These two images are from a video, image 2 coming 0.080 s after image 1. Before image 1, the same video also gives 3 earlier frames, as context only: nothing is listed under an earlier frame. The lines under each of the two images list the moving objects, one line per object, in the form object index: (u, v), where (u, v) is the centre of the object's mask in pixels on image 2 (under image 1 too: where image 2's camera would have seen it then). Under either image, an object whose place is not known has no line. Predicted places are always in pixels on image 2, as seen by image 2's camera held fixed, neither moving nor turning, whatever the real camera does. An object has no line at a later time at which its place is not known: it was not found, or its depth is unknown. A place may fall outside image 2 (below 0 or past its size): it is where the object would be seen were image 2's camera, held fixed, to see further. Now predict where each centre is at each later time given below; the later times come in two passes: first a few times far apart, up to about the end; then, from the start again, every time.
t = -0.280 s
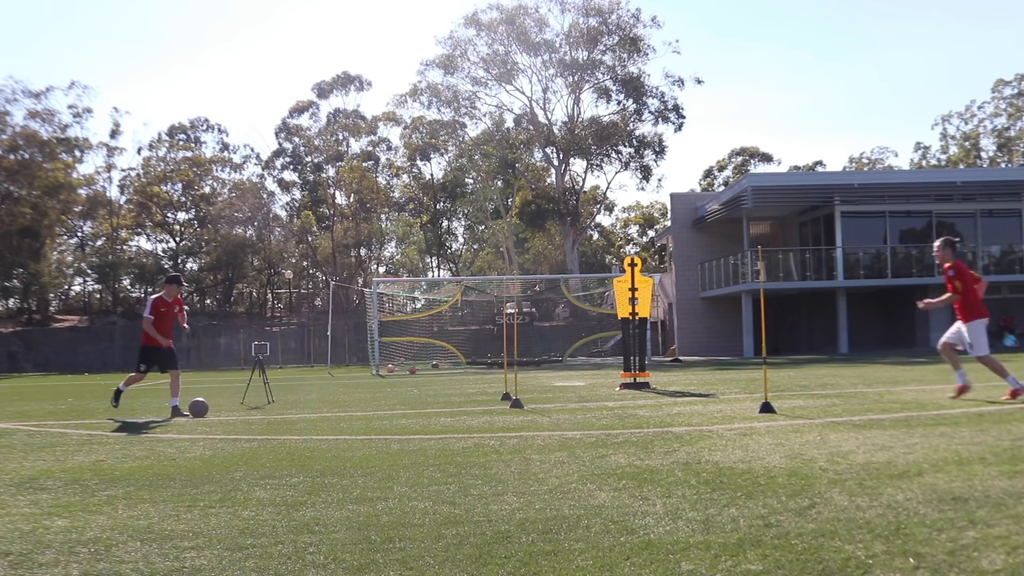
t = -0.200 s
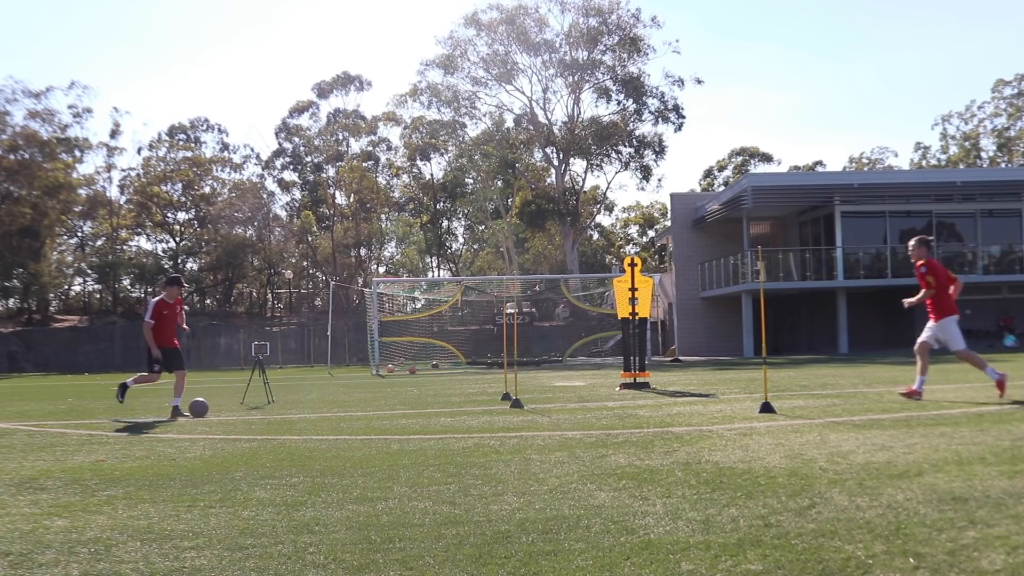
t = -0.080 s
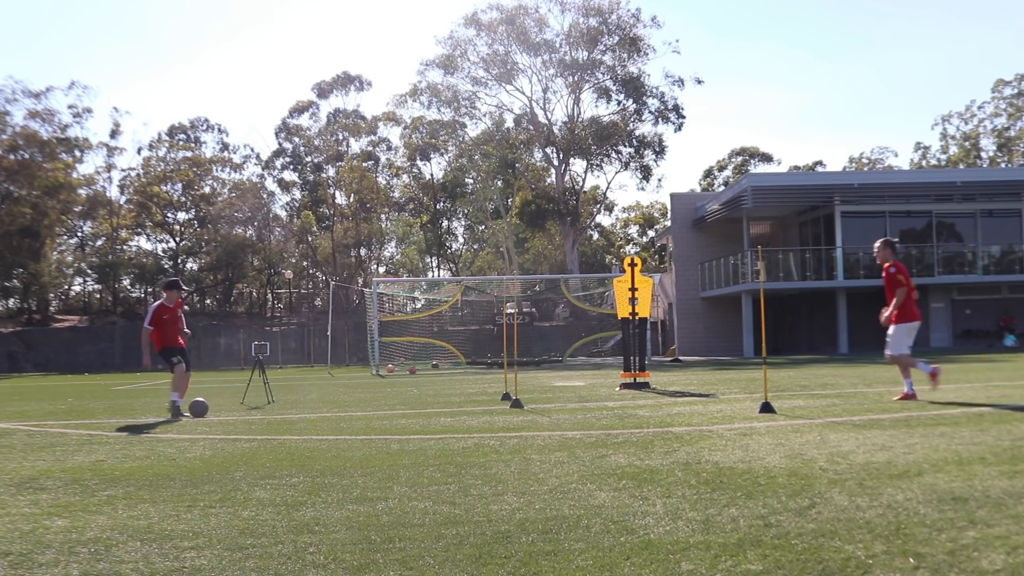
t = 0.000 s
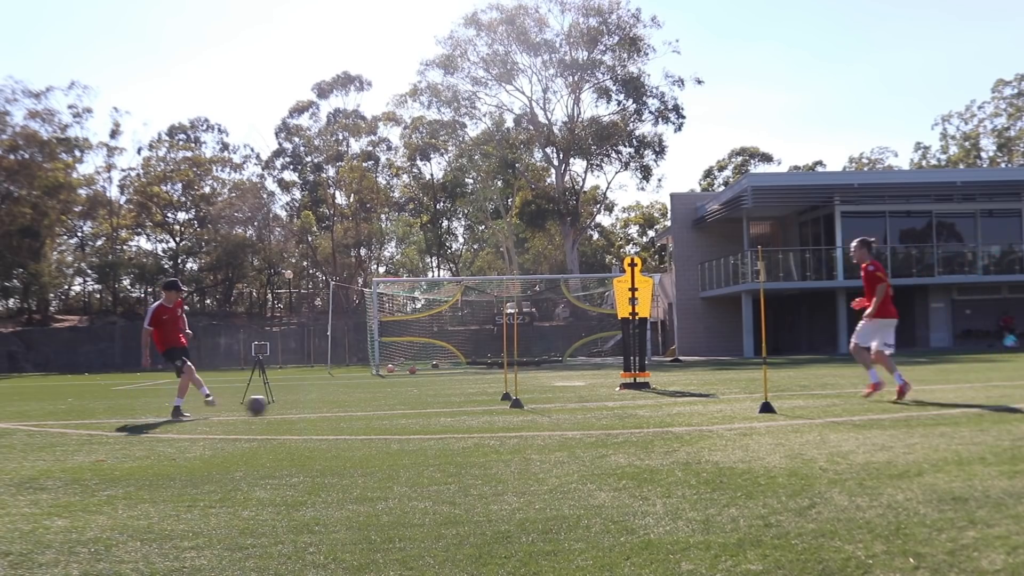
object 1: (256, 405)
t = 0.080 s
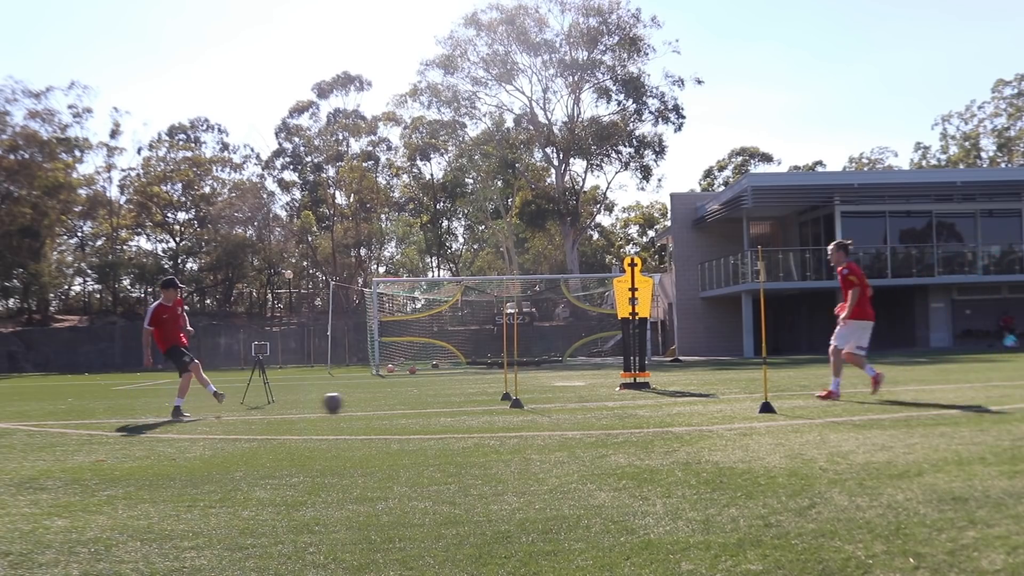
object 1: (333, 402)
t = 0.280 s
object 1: (501, 396)
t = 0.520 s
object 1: (666, 389)
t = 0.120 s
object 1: (368, 401)
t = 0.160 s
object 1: (404, 400)
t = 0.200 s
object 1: (436, 398)
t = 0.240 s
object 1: (468, 396)
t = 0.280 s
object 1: (501, 396)
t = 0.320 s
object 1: (532, 395)
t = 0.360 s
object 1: (560, 393)
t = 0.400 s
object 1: (588, 392)
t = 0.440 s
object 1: (616, 392)
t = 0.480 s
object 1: (641, 390)
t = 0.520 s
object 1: (666, 389)
